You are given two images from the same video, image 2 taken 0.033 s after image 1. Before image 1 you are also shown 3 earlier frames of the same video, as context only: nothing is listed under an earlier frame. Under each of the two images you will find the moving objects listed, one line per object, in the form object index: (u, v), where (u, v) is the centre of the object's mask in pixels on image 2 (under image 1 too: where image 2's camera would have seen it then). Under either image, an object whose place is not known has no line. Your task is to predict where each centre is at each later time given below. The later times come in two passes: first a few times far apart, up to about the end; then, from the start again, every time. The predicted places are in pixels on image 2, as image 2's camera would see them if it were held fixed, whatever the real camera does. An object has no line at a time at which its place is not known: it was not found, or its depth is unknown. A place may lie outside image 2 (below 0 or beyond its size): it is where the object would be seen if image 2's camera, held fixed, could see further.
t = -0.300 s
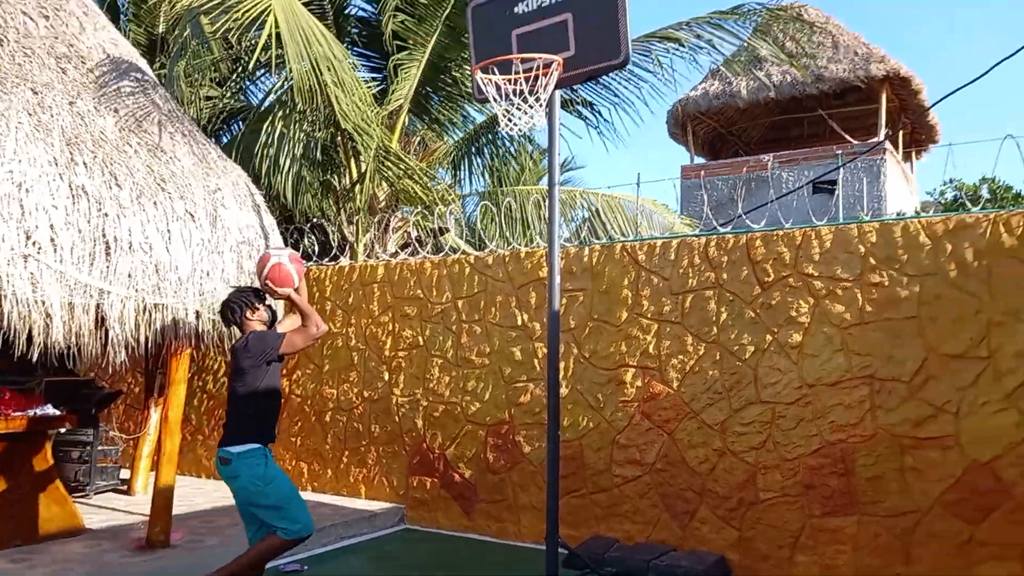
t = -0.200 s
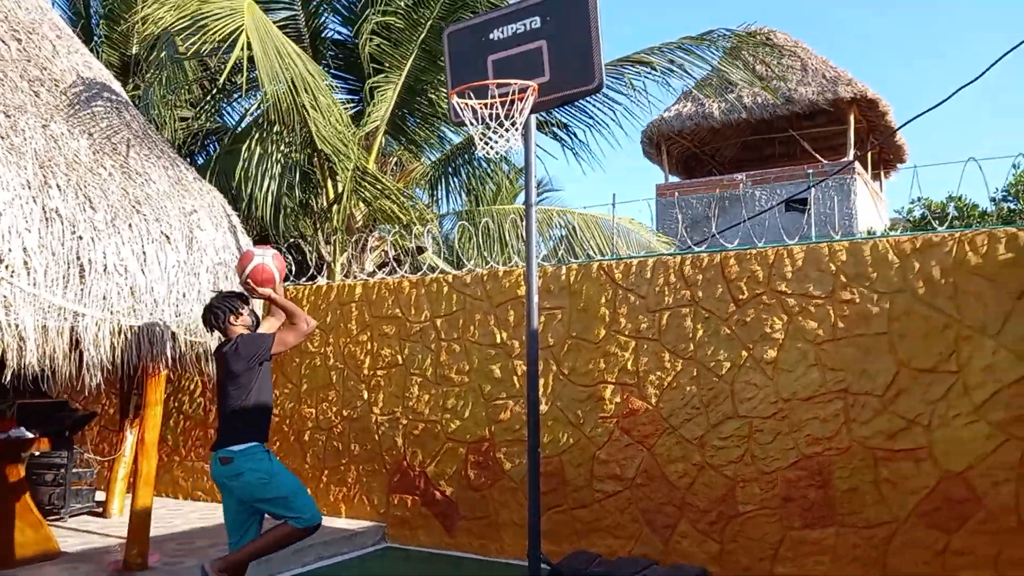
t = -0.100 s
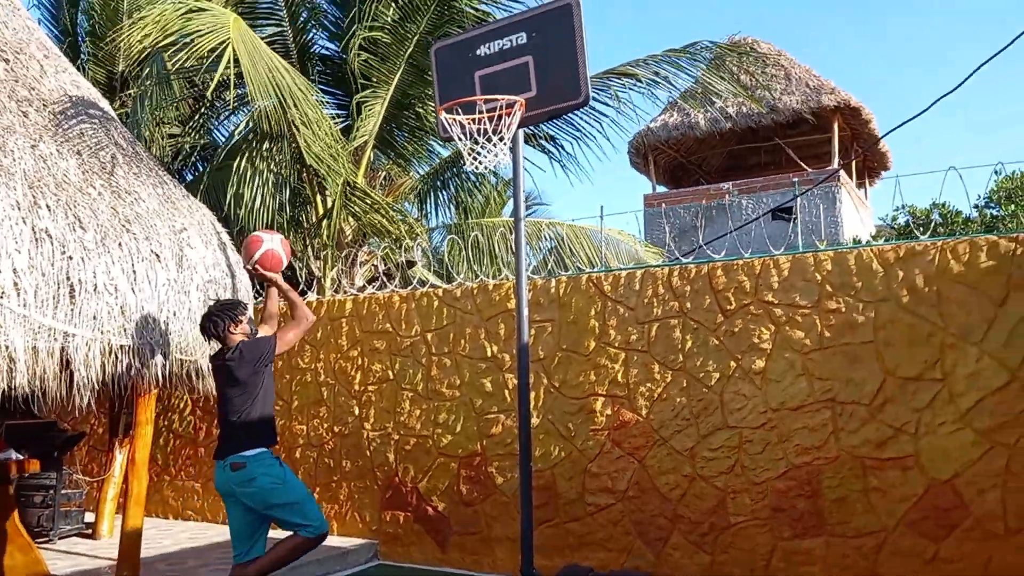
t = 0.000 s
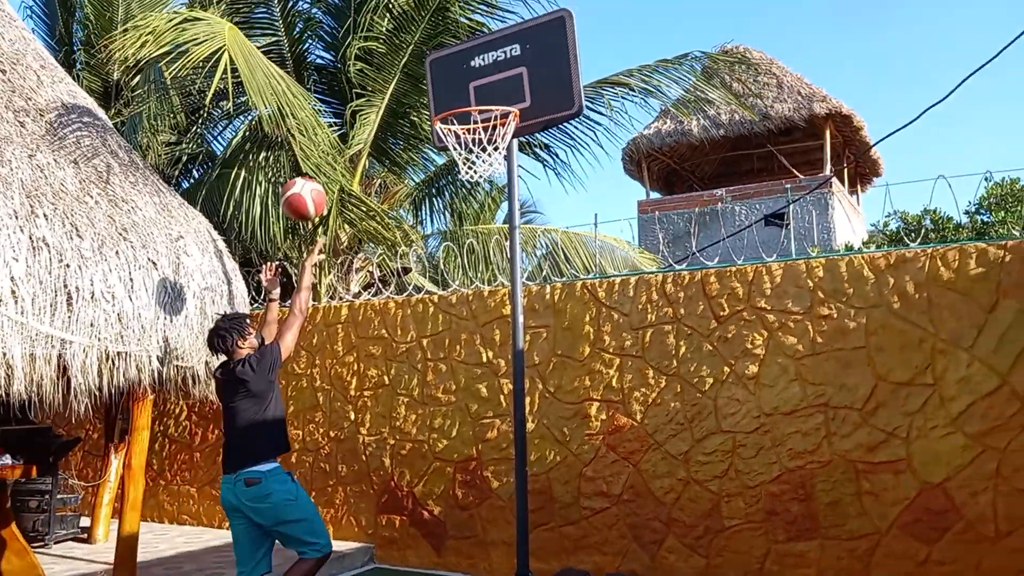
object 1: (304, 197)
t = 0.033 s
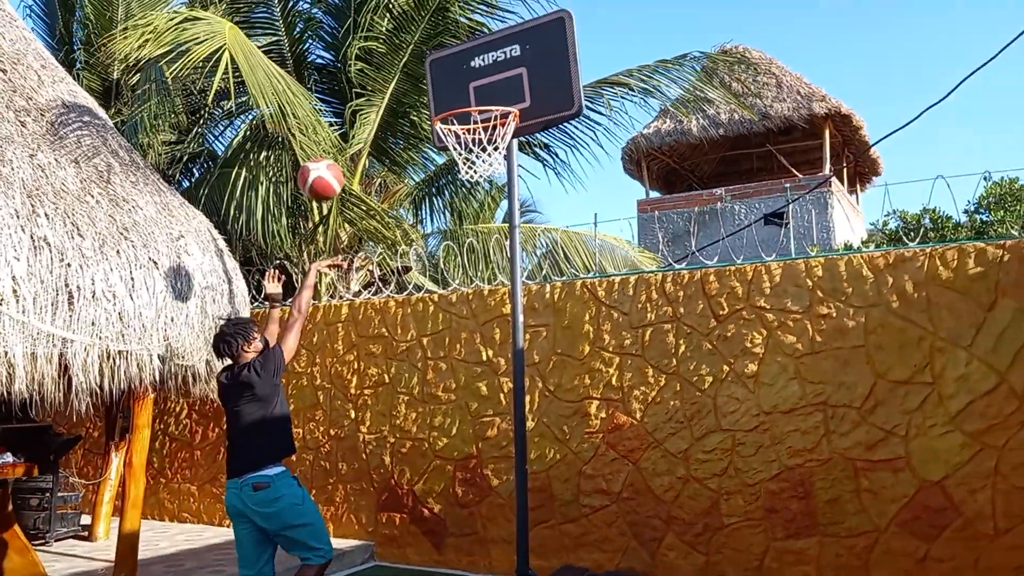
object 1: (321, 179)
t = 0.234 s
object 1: (414, 107)
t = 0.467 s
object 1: (449, 101)
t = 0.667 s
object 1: (448, 95)
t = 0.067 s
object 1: (338, 161)
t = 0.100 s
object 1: (354, 146)
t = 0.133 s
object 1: (369, 134)
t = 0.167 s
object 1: (386, 123)
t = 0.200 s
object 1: (401, 114)
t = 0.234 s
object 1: (414, 107)
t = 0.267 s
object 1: (428, 101)
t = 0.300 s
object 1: (443, 98)
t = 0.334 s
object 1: (448, 97)
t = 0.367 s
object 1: (449, 99)
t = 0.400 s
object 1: (451, 100)
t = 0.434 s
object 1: (452, 103)
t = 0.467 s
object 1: (449, 101)
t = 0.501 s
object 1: (449, 101)
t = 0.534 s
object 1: (447, 99)
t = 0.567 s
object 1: (449, 102)
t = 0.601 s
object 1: (449, 95)
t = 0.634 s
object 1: (448, 97)
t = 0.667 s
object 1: (448, 95)
